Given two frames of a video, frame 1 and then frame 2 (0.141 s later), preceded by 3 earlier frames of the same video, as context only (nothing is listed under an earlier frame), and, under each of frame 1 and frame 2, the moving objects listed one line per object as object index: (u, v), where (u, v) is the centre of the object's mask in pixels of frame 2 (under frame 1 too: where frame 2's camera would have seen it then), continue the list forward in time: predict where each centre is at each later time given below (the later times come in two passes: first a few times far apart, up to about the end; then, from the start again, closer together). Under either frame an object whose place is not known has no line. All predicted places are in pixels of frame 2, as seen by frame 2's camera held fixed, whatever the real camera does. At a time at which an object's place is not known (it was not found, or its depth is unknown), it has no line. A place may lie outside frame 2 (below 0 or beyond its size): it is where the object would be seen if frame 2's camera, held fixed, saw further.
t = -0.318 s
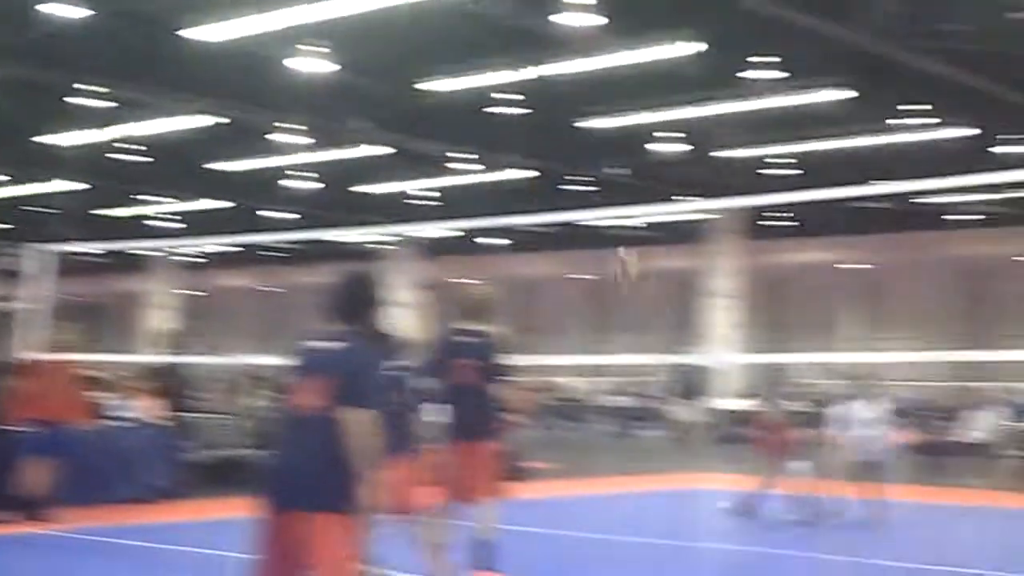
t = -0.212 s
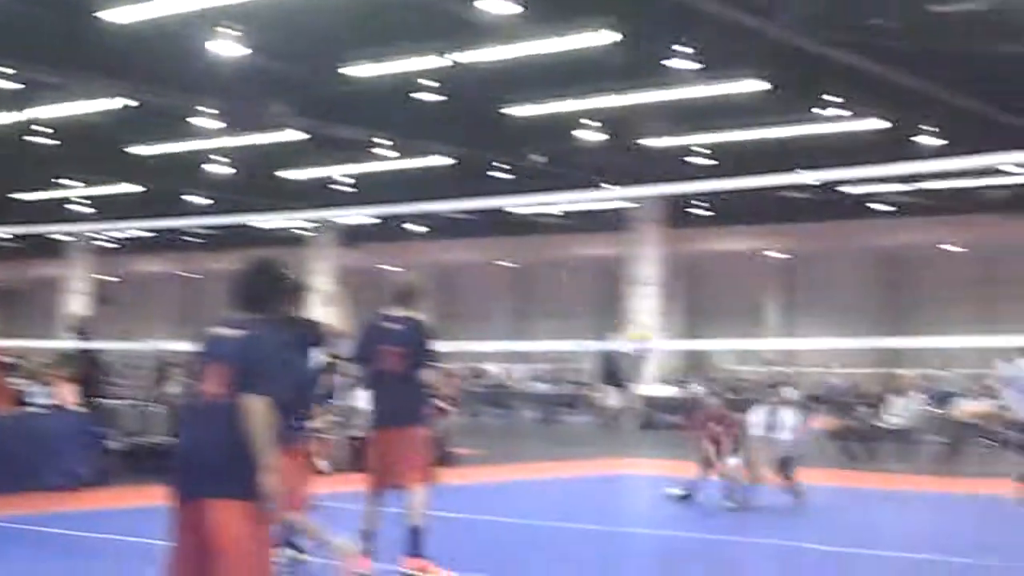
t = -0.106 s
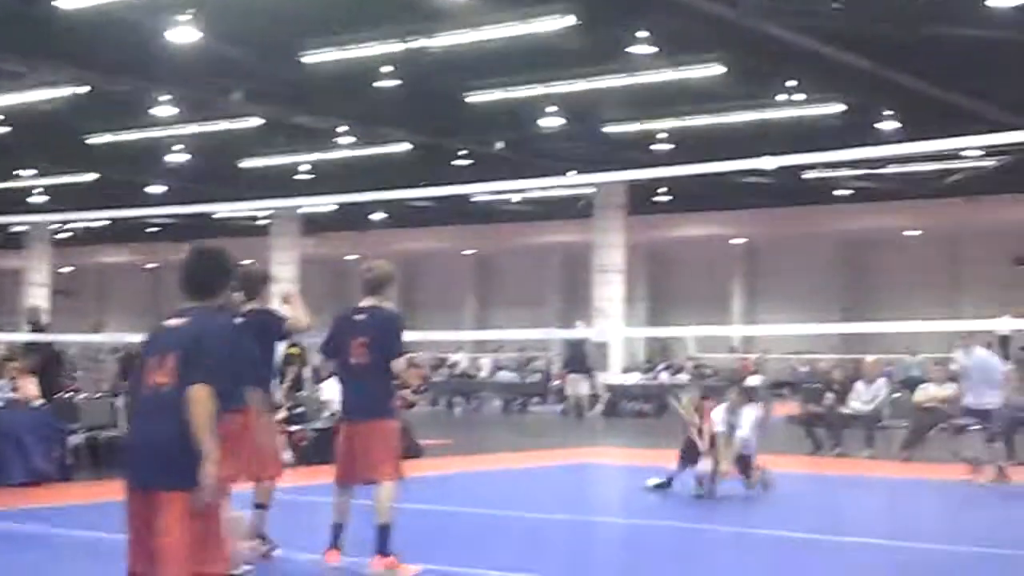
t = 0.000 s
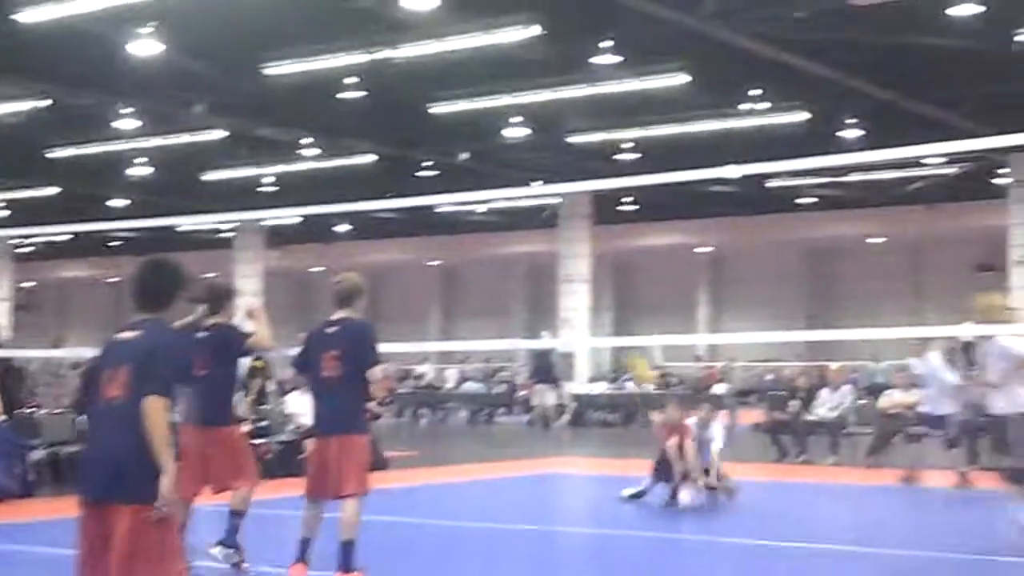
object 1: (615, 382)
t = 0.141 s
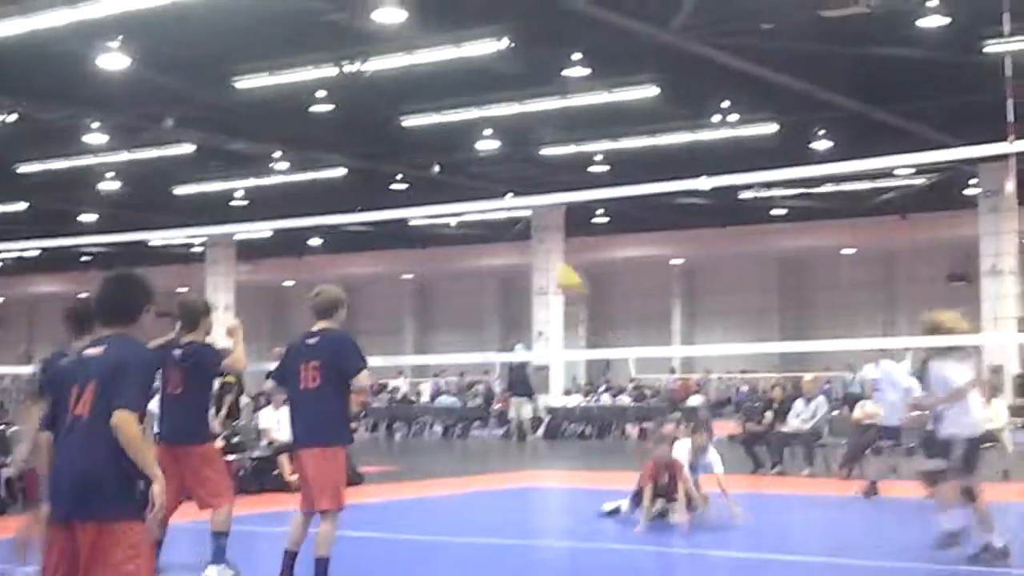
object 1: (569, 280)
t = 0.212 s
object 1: (545, 230)
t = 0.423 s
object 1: (467, 133)
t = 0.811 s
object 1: (329, 70)
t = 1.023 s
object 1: (242, 115)
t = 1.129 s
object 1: (195, 165)
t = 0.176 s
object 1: (557, 256)
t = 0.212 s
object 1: (545, 230)
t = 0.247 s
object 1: (536, 218)
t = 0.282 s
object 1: (518, 188)
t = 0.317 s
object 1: (509, 178)
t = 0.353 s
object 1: (495, 163)
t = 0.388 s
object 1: (481, 146)
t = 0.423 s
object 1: (467, 133)
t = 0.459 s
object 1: (456, 120)
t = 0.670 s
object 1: (381, 74)
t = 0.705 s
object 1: (369, 71)
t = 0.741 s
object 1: (354, 68)
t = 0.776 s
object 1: (342, 67)
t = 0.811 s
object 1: (329, 70)
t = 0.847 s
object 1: (314, 73)
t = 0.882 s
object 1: (300, 74)
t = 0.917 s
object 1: (285, 84)
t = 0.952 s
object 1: (271, 98)
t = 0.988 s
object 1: (256, 105)
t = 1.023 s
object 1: (242, 115)
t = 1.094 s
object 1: (212, 146)
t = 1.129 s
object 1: (195, 165)
